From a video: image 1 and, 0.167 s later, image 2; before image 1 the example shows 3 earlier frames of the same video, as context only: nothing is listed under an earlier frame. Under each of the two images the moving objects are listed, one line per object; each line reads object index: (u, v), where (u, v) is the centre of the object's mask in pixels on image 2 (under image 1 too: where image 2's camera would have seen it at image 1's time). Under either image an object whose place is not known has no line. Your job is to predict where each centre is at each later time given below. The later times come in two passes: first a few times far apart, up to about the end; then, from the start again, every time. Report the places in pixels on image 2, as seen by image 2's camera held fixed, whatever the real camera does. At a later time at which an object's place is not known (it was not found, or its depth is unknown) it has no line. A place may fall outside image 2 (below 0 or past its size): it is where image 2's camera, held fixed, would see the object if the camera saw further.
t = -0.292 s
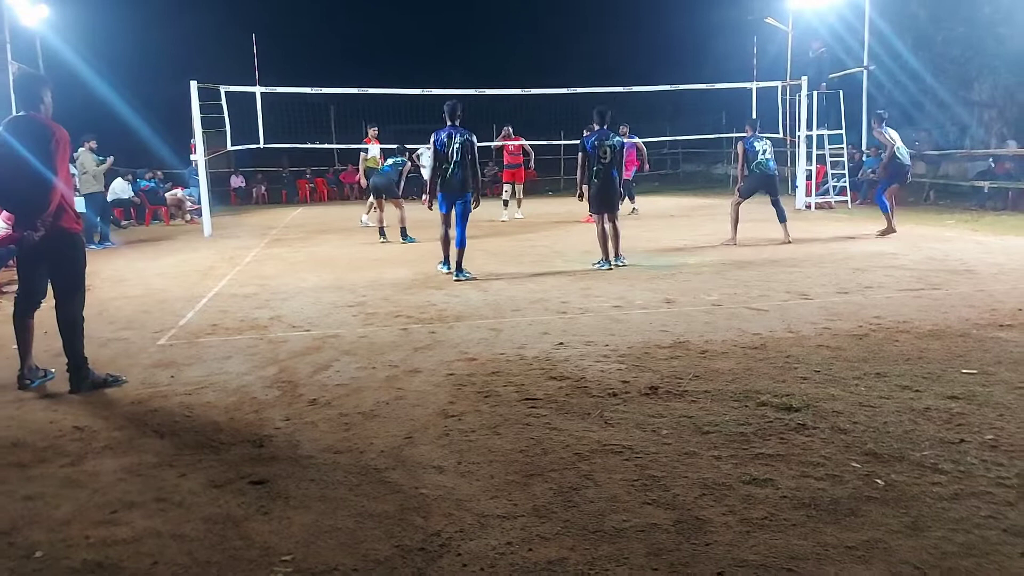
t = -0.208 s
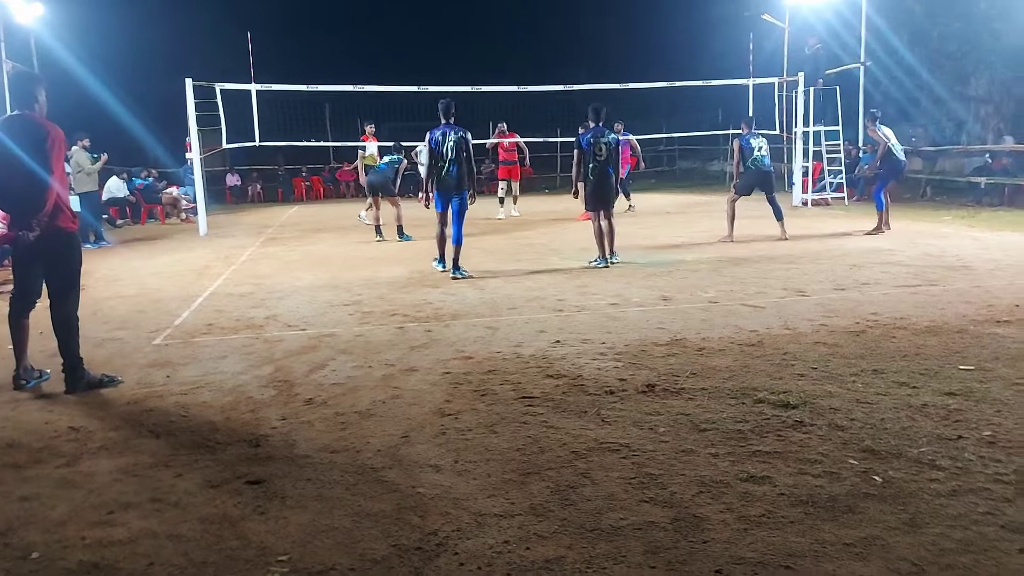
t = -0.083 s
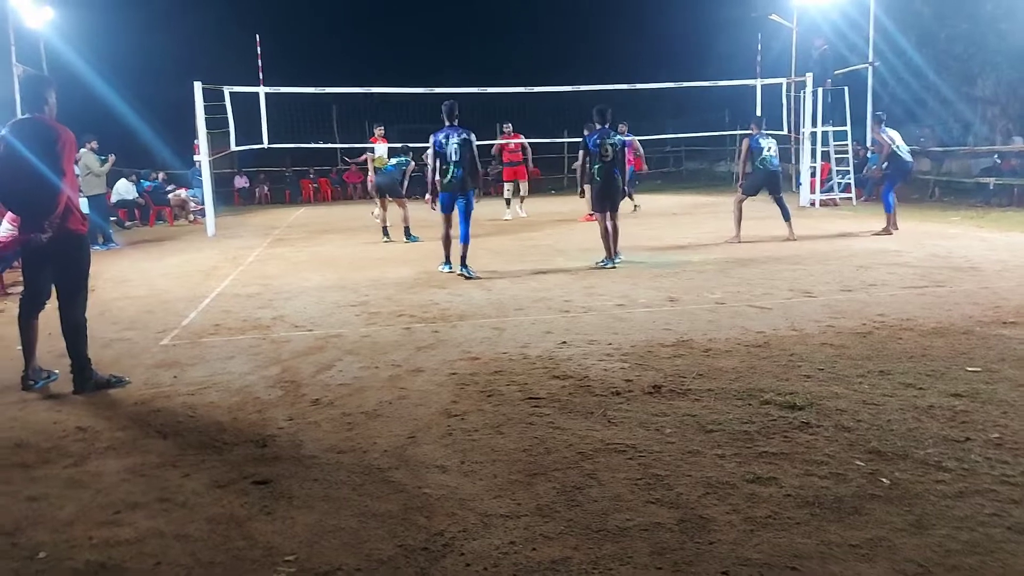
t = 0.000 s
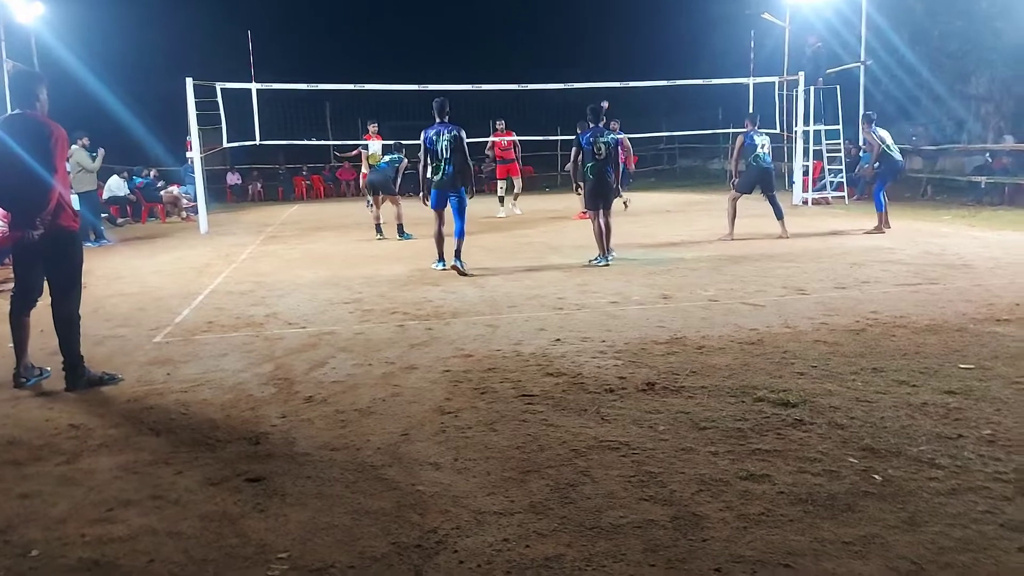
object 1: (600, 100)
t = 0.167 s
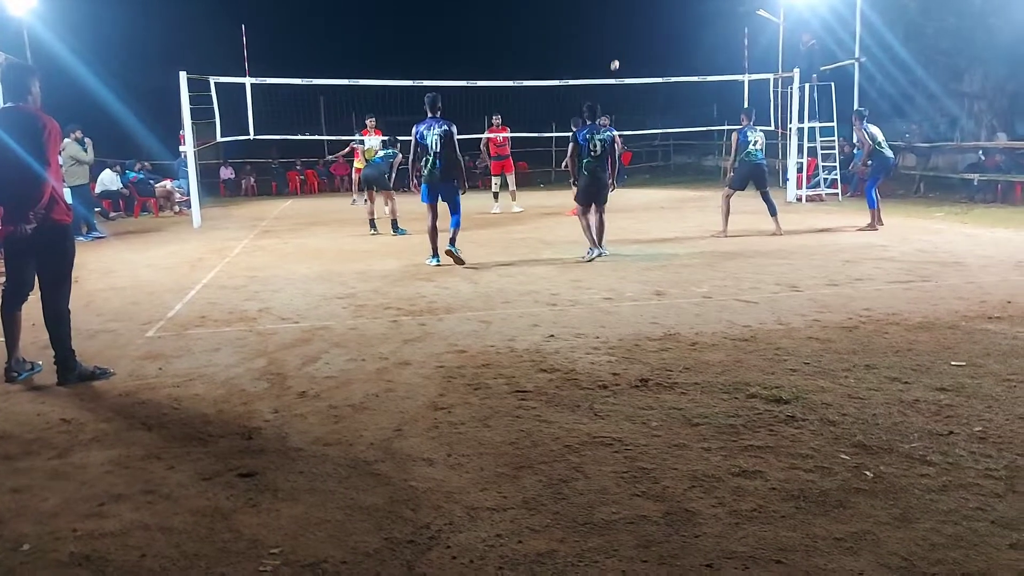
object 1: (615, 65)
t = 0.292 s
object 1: (626, 48)
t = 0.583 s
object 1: (656, 31)
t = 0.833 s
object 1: (691, 50)
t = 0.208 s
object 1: (618, 59)
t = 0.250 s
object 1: (622, 53)
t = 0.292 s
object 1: (626, 48)
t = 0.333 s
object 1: (630, 44)
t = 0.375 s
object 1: (634, 40)
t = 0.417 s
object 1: (638, 37)
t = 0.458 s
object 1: (642, 34)
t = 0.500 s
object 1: (647, 32)
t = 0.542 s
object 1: (651, 31)
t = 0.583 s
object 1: (656, 31)
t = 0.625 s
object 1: (661, 32)
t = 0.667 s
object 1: (666, 34)
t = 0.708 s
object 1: (672, 36)
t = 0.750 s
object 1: (678, 40)
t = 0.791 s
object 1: (684, 45)
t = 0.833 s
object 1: (691, 50)
